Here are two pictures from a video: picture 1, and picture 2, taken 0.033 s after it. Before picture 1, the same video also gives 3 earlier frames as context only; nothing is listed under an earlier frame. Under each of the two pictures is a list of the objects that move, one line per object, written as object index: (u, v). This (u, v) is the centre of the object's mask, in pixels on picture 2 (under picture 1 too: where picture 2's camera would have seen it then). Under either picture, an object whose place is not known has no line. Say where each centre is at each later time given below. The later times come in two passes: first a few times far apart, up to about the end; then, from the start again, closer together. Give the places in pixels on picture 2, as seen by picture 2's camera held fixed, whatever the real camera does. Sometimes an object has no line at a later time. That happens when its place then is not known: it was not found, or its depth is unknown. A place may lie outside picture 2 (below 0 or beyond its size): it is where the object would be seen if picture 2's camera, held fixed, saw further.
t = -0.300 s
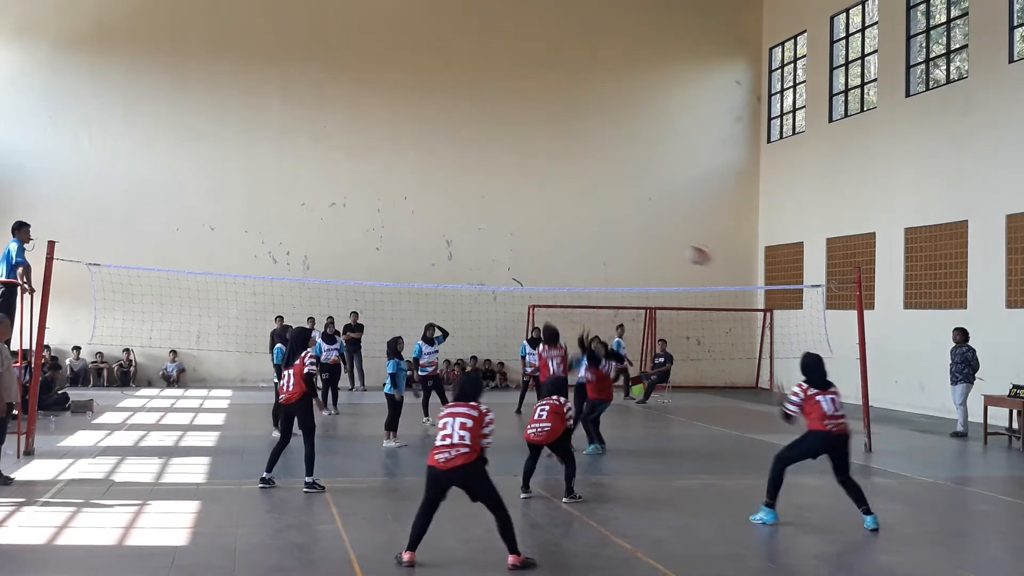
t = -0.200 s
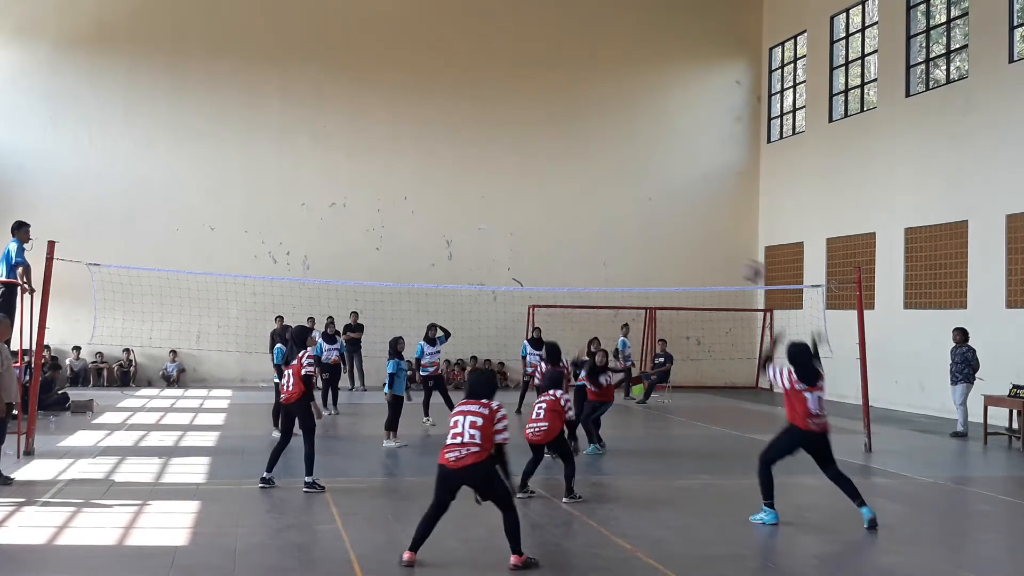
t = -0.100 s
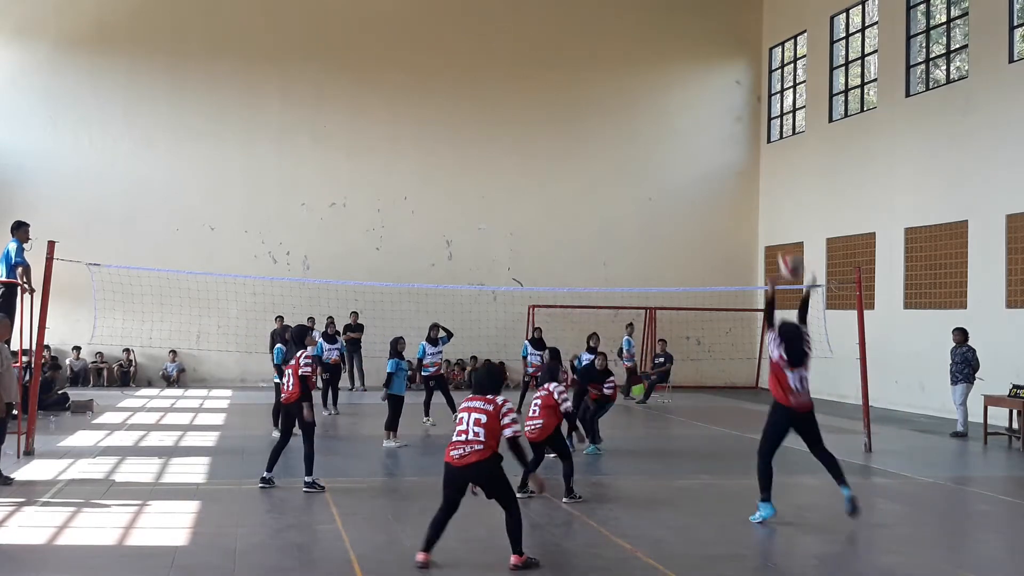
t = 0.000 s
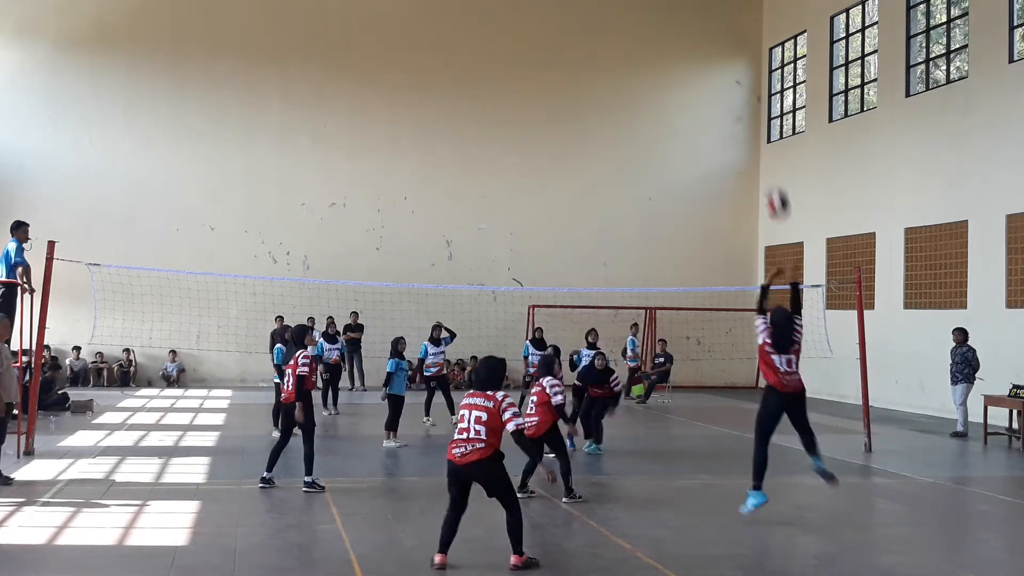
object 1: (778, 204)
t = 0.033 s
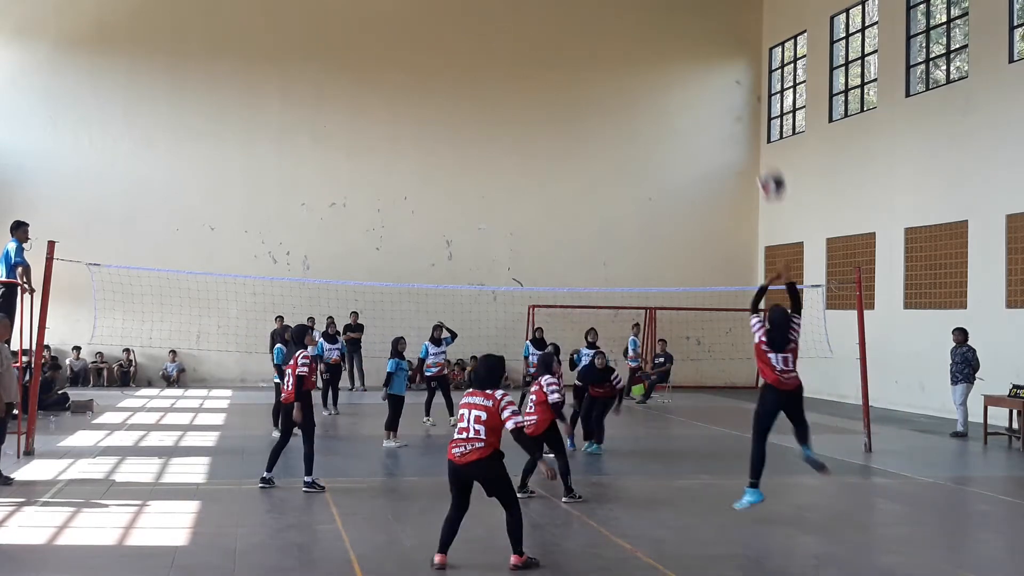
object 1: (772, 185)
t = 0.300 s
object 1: (727, 59)
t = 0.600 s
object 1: (665, 14)
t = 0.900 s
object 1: (579, 140)
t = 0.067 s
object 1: (766, 165)
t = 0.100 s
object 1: (761, 147)
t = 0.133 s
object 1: (754, 131)
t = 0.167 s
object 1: (750, 113)
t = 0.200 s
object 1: (745, 99)
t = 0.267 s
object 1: (734, 70)
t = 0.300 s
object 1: (727, 59)
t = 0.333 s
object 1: (721, 48)
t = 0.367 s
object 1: (715, 37)
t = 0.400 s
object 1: (709, 30)
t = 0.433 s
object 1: (702, 22)
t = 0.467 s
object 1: (695, 17)
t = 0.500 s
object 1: (688, 14)
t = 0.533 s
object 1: (681, 13)
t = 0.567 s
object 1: (674, 13)
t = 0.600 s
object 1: (665, 14)
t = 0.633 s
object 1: (657, 17)
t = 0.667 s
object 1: (649, 21)
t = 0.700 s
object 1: (640, 29)
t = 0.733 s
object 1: (631, 40)
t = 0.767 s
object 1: (621, 54)
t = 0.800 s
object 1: (612, 70)
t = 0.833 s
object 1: (601, 89)
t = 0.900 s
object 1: (579, 140)
